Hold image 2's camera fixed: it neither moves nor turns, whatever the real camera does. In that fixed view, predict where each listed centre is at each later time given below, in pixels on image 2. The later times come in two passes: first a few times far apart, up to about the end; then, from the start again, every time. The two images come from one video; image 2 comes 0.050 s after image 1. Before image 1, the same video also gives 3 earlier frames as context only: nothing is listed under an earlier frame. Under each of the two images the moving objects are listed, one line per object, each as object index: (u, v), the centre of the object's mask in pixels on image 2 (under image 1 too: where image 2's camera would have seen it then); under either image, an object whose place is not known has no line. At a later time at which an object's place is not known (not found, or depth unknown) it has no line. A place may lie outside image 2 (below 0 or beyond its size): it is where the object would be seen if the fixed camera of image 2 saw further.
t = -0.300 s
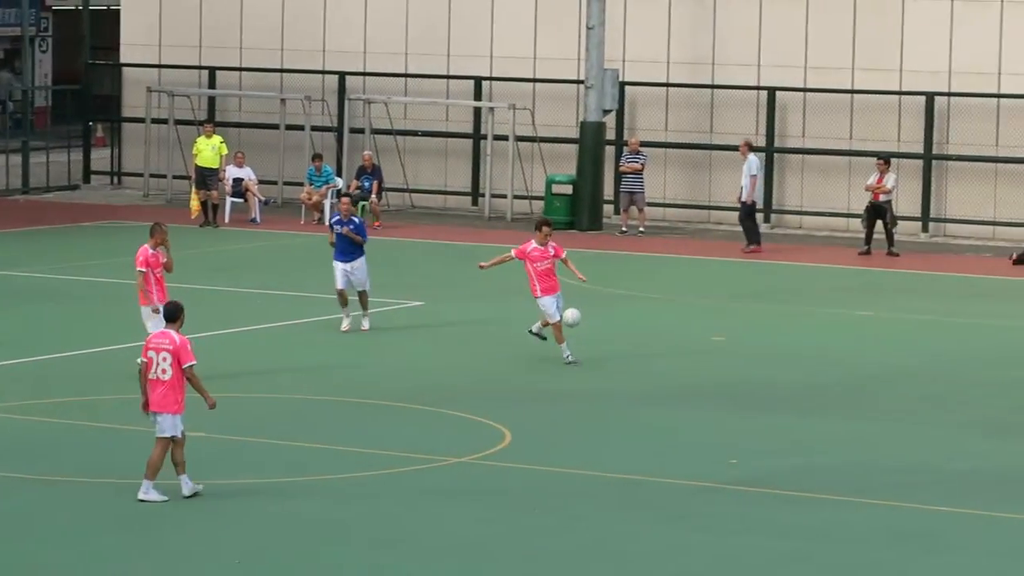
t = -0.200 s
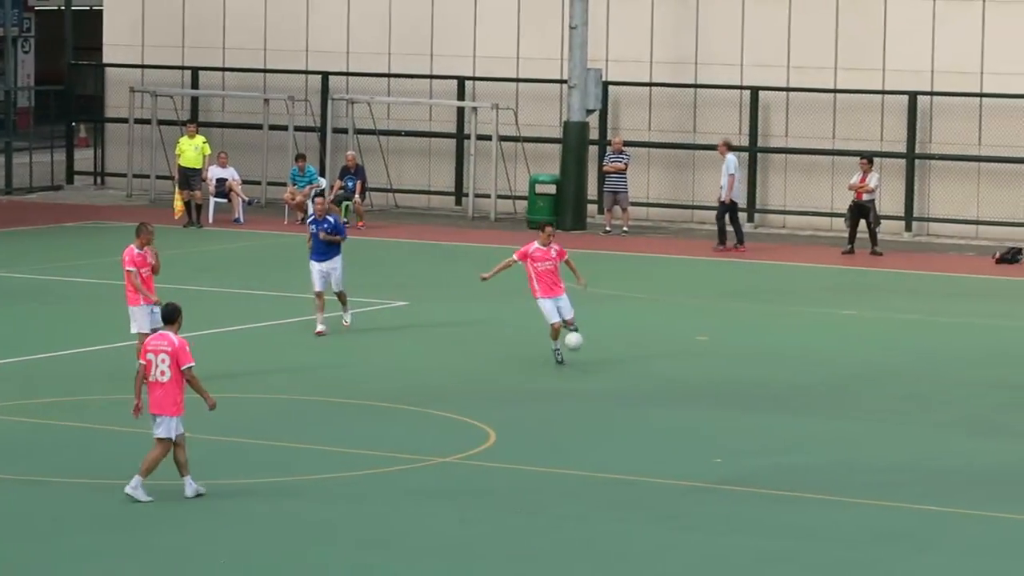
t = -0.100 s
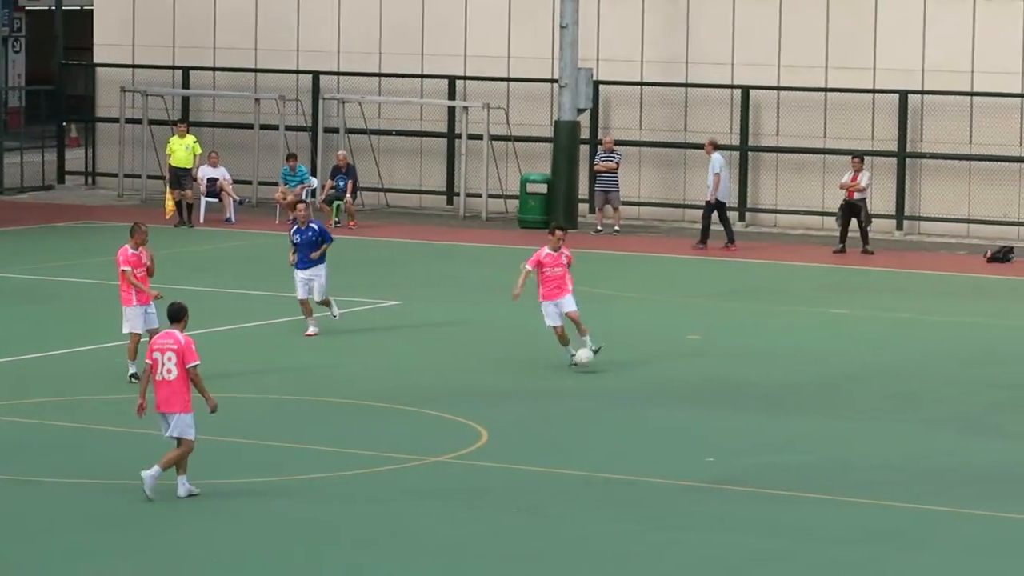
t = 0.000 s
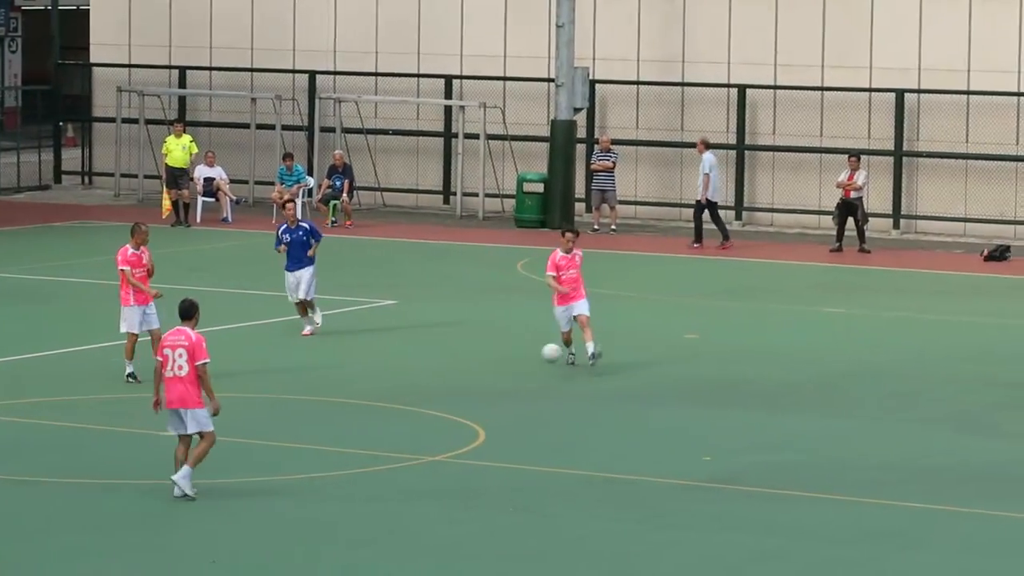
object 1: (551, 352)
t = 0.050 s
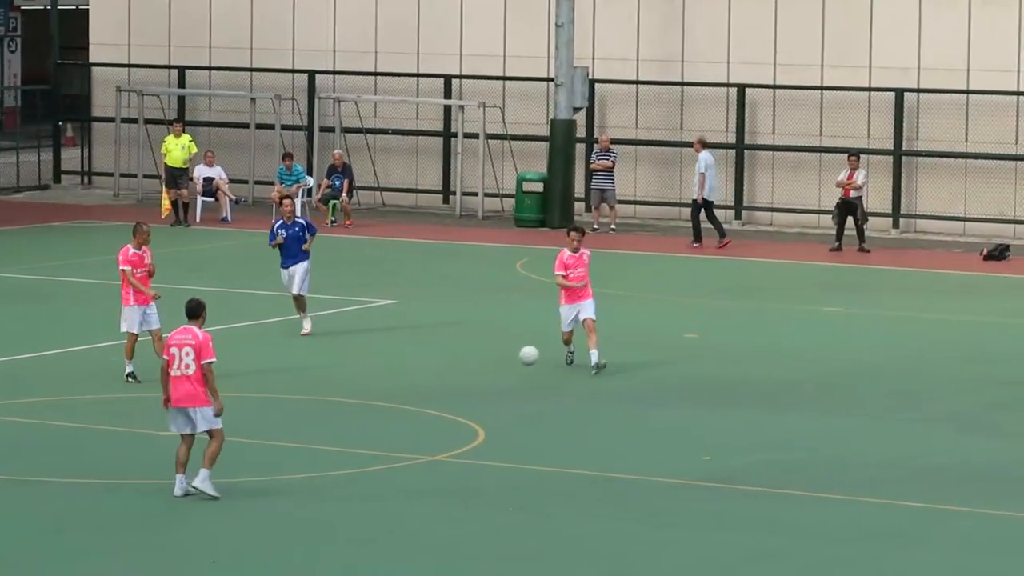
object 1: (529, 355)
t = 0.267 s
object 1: (422, 395)
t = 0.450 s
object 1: (330, 409)
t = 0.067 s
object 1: (521, 356)
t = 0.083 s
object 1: (513, 359)
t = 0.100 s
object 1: (506, 360)
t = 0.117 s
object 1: (498, 363)
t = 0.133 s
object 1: (490, 365)
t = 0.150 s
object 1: (482, 368)
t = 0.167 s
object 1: (474, 371)
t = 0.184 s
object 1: (465, 374)
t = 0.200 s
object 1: (457, 378)
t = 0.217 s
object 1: (448, 382)
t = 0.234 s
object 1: (440, 386)
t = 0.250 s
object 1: (431, 390)
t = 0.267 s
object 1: (422, 395)
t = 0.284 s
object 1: (413, 400)
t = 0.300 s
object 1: (404, 405)
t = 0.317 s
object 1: (395, 411)
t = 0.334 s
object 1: (386, 412)
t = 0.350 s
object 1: (379, 411)
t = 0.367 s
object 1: (371, 410)
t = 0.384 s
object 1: (363, 409)
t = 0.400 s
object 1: (355, 409)
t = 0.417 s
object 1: (346, 409)
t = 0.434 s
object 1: (338, 409)
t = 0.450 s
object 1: (330, 409)
